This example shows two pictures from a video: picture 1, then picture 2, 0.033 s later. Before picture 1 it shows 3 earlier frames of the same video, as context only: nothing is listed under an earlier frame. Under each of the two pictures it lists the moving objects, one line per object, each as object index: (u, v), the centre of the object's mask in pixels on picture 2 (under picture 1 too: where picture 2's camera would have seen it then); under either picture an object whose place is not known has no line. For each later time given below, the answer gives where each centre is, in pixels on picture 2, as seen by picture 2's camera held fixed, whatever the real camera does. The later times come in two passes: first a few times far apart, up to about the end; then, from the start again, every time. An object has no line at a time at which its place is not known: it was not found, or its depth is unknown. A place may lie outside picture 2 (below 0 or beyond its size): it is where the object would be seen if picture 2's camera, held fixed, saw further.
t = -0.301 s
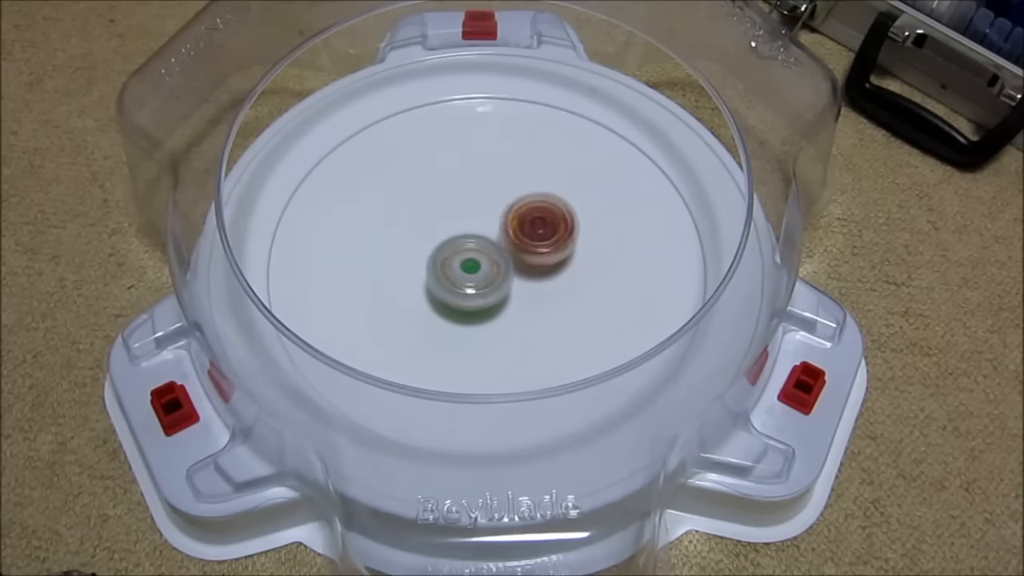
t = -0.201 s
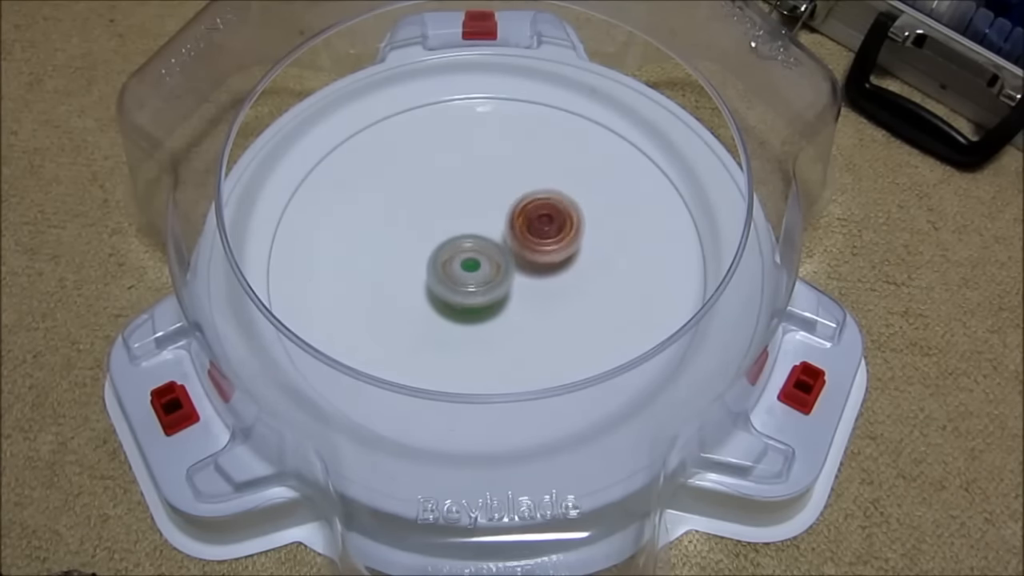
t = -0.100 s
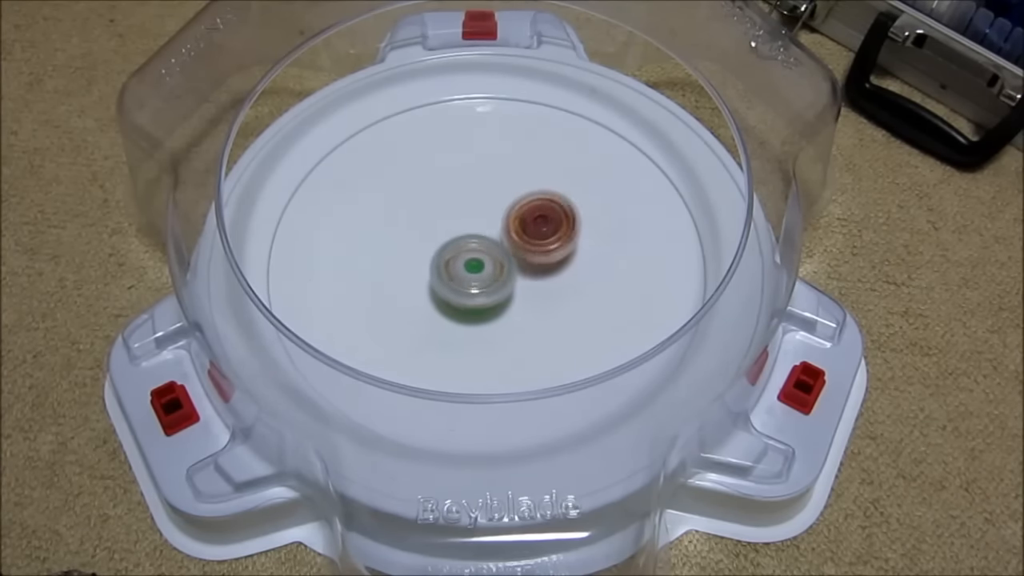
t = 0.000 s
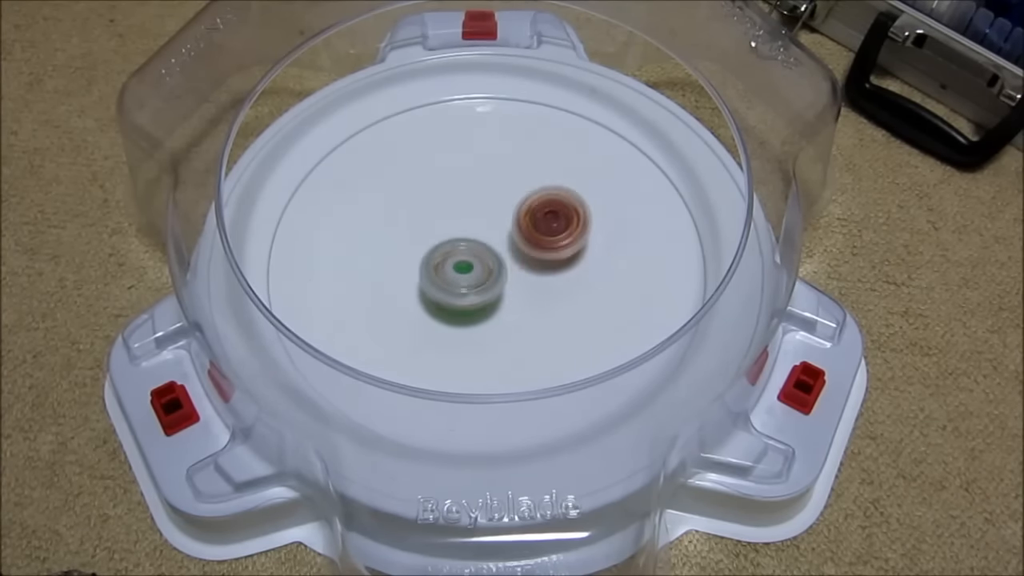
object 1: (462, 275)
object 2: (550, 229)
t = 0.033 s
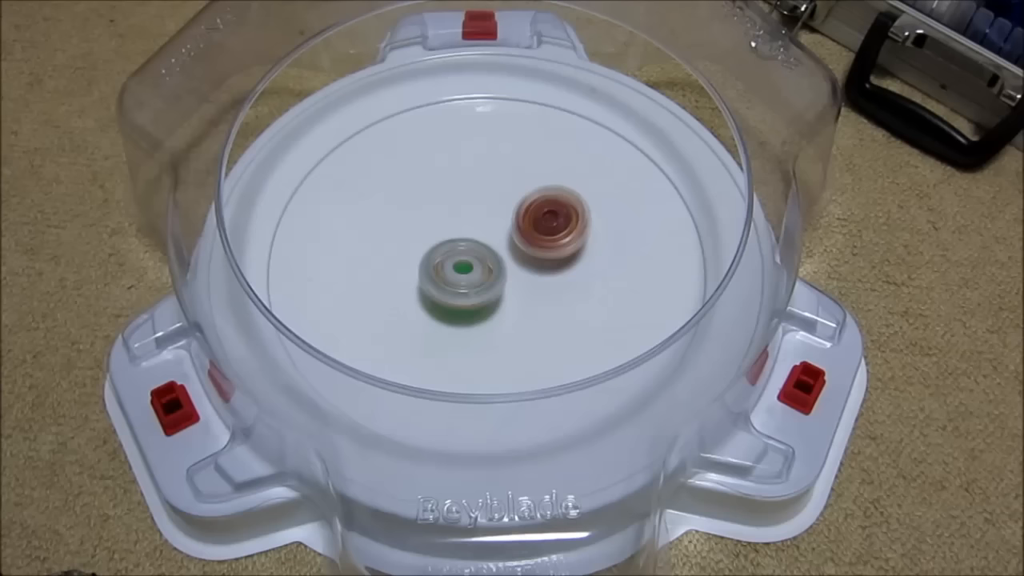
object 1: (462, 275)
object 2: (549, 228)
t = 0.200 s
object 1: (464, 273)
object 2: (545, 230)
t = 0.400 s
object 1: (470, 265)
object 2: (543, 229)
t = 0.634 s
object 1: (463, 259)
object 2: (548, 225)
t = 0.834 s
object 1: (460, 252)
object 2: (551, 220)
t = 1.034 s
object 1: (459, 250)
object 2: (546, 219)
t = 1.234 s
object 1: (465, 248)
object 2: (542, 217)
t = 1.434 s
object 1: (467, 250)
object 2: (542, 215)
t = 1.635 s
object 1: (463, 255)
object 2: (540, 213)
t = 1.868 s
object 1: (465, 258)
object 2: (532, 211)
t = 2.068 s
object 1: (468, 261)
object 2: (528, 206)
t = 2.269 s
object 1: (469, 265)
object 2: (521, 202)
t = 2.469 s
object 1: (477, 265)
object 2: (515, 199)
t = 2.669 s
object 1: (485, 264)
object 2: (511, 196)
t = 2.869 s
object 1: (479, 284)
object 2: (516, 188)
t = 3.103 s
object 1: (478, 288)
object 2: (507, 193)
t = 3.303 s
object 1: (484, 280)
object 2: (493, 205)
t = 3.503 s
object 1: (494, 281)
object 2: (470, 213)
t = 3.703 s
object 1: (507, 279)
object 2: (460, 218)
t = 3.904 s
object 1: (516, 277)
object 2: (458, 220)
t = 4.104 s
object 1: (520, 272)
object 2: (457, 223)
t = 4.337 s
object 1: (537, 279)
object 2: (443, 210)
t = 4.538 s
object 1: (541, 281)
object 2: (443, 211)
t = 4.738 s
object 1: (536, 278)
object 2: (440, 217)
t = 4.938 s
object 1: (531, 267)
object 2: (440, 228)
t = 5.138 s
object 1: (532, 253)
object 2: (442, 252)
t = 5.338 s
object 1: (538, 241)
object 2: (441, 262)
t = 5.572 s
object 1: (544, 238)
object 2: (448, 265)
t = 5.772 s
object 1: (536, 239)
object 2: (452, 267)
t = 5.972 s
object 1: (531, 236)
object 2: (447, 267)
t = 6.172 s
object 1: (525, 230)
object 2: (448, 268)
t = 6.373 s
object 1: (524, 224)
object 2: (450, 269)
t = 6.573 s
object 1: (525, 221)
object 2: (454, 271)
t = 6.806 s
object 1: (547, 219)
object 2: (420, 279)
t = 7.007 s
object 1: (541, 219)
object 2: (435, 281)
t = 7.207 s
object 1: (529, 217)
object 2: (460, 270)
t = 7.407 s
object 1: (524, 207)
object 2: (462, 272)
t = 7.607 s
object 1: (519, 202)
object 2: (464, 273)
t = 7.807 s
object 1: (512, 203)
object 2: (469, 273)
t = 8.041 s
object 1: (498, 203)
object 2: (472, 276)
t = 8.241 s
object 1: (493, 201)
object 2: (470, 276)
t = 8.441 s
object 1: (499, 203)
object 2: (465, 283)
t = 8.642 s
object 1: (514, 212)
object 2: (460, 287)
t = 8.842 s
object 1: (509, 215)
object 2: (466, 280)
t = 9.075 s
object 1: (525, 211)
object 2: (469, 275)
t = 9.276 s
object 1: (525, 219)
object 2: (472, 276)
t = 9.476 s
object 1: (516, 221)
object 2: (465, 281)
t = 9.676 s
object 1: (528, 211)
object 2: (460, 278)
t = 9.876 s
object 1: (535, 223)
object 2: (474, 274)
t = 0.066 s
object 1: (461, 275)
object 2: (549, 228)
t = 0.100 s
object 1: (461, 275)
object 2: (548, 229)
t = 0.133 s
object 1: (462, 275)
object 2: (547, 229)
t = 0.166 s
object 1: (463, 275)
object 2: (546, 229)
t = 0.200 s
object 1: (464, 273)
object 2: (545, 230)
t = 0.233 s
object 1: (465, 272)
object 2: (543, 230)
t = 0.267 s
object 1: (466, 270)
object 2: (542, 230)
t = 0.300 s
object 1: (468, 269)
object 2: (542, 230)
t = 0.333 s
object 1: (469, 268)
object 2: (541, 230)
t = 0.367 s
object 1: (469, 267)
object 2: (542, 230)
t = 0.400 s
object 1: (470, 265)
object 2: (543, 229)
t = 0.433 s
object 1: (470, 264)
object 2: (543, 229)
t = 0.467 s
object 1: (462, 264)
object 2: (550, 226)
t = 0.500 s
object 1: (460, 262)
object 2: (554, 225)
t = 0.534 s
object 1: (461, 262)
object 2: (554, 225)
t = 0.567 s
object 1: (462, 262)
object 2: (553, 225)
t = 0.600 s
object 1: (463, 261)
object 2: (550, 225)
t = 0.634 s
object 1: (463, 259)
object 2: (548, 225)
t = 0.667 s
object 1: (464, 258)
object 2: (546, 225)
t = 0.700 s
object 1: (465, 257)
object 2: (545, 224)
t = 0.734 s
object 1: (466, 256)
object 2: (543, 224)
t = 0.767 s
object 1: (468, 255)
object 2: (543, 223)
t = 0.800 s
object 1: (465, 253)
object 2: (545, 222)
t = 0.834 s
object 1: (460, 252)
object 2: (551, 220)
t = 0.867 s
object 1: (459, 252)
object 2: (554, 220)
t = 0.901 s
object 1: (459, 252)
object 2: (553, 221)
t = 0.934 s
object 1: (458, 252)
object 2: (551, 220)
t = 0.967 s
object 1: (458, 251)
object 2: (549, 220)
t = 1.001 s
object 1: (458, 251)
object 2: (547, 220)
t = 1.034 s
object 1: (459, 250)
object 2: (546, 219)
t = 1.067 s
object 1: (460, 250)
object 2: (545, 219)
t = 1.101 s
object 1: (461, 249)
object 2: (544, 218)
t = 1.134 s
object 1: (462, 248)
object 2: (543, 218)
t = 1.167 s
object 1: (463, 248)
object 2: (542, 218)
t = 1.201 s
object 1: (465, 248)
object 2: (541, 217)
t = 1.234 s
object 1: (465, 248)
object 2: (542, 217)
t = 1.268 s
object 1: (463, 248)
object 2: (546, 216)
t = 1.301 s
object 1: (464, 248)
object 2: (547, 216)
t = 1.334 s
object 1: (465, 249)
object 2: (545, 216)
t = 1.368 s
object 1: (465, 249)
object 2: (544, 216)
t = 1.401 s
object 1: (466, 249)
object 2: (542, 215)
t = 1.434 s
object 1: (467, 250)
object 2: (542, 215)
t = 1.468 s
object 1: (468, 250)
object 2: (541, 215)
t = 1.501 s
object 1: (469, 250)
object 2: (540, 214)
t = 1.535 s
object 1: (466, 252)
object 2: (542, 213)
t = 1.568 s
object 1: (464, 252)
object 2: (543, 213)
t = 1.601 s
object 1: (464, 253)
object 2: (542, 213)
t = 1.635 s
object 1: (463, 255)
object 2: (540, 213)
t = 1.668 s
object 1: (463, 256)
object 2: (538, 212)
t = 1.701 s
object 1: (464, 256)
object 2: (537, 212)
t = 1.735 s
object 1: (463, 257)
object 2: (536, 212)
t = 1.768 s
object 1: (464, 258)
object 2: (535, 211)
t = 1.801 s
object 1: (464, 258)
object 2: (534, 211)
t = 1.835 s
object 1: (465, 258)
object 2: (533, 211)
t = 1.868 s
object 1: (465, 258)
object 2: (532, 211)
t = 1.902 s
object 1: (466, 259)
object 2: (531, 210)
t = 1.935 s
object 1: (468, 259)
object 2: (530, 210)
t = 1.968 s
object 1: (469, 259)
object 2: (529, 209)
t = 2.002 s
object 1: (470, 258)
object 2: (528, 209)
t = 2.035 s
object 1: (471, 259)
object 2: (527, 208)
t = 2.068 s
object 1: (468, 261)
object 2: (528, 206)
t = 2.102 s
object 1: (468, 261)
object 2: (527, 204)
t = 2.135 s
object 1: (468, 262)
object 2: (527, 203)
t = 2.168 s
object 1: (468, 263)
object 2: (526, 203)
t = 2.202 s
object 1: (469, 264)
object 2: (524, 203)
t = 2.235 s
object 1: (469, 264)
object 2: (522, 202)
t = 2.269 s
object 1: (469, 265)
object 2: (521, 202)
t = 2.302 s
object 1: (471, 265)
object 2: (521, 201)
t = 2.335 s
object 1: (472, 265)
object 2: (519, 201)
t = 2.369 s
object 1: (472, 265)
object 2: (518, 201)
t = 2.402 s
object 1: (474, 265)
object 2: (517, 200)
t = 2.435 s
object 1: (476, 265)
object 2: (516, 200)
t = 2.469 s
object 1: (477, 265)
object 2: (515, 199)
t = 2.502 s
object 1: (478, 264)
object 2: (514, 199)
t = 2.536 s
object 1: (479, 264)
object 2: (513, 198)
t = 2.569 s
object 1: (481, 265)
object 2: (512, 197)
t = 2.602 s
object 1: (483, 264)
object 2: (511, 197)
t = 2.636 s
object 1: (484, 264)
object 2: (511, 197)
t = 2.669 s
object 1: (485, 264)
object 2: (511, 196)
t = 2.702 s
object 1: (485, 266)
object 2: (511, 196)
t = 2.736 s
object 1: (481, 276)
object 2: (514, 191)
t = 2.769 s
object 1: (479, 280)
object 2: (518, 188)
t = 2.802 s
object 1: (479, 283)
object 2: (518, 188)
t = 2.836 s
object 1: (479, 283)
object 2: (517, 188)
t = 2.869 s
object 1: (479, 284)
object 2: (516, 188)
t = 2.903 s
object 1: (478, 286)
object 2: (515, 189)
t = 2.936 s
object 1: (479, 288)
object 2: (513, 189)
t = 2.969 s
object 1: (478, 288)
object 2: (512, 190)
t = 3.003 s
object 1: (477, 289)
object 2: (511, 190)
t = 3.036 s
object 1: (477, 290)
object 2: (510, 191)
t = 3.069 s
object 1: (478, 288)
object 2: (508, 192)
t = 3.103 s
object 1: (478, 288)
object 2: (507, 193)
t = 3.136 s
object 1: (478, 287)
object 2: (506, 193)
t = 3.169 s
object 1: (479, 286)
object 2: (505, 194)
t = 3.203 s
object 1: (480, 284)
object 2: (503, 195)
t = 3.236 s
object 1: (480, 284)
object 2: (501, 198)
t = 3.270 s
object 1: (482, 283)
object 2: (497, 202)
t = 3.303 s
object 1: (484, 280)
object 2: (493, 205)
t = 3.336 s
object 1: (485, 279)
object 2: (488, 208)
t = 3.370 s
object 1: (486, 280)
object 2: (484, 210)
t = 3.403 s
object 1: (487, 281)
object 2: (480, 211)
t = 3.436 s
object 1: (488, 282)
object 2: (476, 211)
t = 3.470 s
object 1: (491, 281)
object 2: (473, 212)
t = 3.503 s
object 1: (494, 281)
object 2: (470, 213)
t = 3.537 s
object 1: (496, 280)
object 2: (467, 214)
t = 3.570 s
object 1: (499, 281)
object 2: (465, 215)
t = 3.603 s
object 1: (500, 281)
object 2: (463, 216)
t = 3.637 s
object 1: (503, 280)
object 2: (462, 217)
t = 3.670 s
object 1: (505, 279)
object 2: (461, 217)
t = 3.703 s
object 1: (507, 279)
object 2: (460, 218)
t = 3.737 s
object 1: (509, 279)
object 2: (460, 219)
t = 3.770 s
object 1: (510, 279)
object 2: (460, 219)
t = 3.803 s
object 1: (512, 278)
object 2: (460, 220)
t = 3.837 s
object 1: (514, 278)
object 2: (459, 220)
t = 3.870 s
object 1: (515, 277)
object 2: (459, 220)
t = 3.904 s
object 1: (516, 277)
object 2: (458, 220)
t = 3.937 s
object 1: (517, 277)
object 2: (458, 221)
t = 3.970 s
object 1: (518, 276)
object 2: (457, 222)
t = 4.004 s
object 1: (518, 275)
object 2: (457, 222)
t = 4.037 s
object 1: (519, 275)
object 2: (457, 222)
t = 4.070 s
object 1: (520, 273)
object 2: (457, 222)
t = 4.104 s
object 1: (520, 272)
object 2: (457, 223)
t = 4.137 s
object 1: (521, 271)
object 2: (456, 223)
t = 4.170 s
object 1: (522, 269)
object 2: (456, 223)
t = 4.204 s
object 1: (521, 268)
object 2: (455, 224)
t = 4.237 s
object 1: (522, 267)
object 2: (455, 225)
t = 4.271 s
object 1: (523, 267)
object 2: (454, 225)
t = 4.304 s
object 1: (532, 274)
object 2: (448, 217)
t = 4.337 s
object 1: (537, 279)
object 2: (443, 210)
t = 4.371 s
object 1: (537, 282)
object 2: (442, 206)
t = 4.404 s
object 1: (538, 281)
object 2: (443, 206)
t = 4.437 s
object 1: (538, 280)
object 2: (443, 207)
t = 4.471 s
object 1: (540, 281)
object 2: (443, 208)
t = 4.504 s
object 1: (541, 280)
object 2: (443, 210)
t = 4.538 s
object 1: (541, 281)
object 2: (443, 211)
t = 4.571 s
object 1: (541, 281)
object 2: (442, 212)
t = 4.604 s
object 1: (541, 280)
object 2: (442, 213)
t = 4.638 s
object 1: (540, 280)
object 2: (442, 214)
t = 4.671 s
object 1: (539, 280)
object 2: (441, 215)
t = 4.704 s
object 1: (538, 278)
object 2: (441, 216)
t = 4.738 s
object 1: (536, 278)
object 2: (440, 217)
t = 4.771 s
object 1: (535, 276)
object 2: (440, 218)
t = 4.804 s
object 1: (534, 274)
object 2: (439, 219)
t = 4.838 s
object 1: (533, 273)
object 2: (439, 220)
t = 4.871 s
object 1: (532, 271)
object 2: (439, 222)
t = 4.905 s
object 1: (531, 269)
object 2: (439, 225)
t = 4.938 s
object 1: (531, 267)
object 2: (440, 228)
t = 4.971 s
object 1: (530, 264)
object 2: (440, 232)
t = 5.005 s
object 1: (529, 262)
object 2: (441, 236)
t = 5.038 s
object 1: (530, 260)
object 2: (441, 240)
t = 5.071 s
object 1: (531, 257)
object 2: (441, 245)
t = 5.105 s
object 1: (531, 255)
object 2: (442, 248)
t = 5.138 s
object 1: (532, 253)
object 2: (442, 252)
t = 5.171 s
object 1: (532, 250)
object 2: (442, 254)
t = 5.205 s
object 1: (533, 249)
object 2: (442, 257)
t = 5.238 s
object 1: (535, 246)
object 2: (442, 259)
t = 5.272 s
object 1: (535, 245)
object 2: (441, 261)
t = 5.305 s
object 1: (537, 244)
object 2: (441, 261)
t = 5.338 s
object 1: (538, 241)
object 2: (441, 262)
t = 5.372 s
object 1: (538, 241)
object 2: (443, 262)
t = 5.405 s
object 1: (540, 240)
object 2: (444, 263)
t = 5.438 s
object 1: (541, 238)
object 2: (445, 263)
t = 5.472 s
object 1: (542, 239)
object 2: (445, 263)
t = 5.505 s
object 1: (544, 238)
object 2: (446, 264)
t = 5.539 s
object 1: (543, 238)
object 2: (447, 264)
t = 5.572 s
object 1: (544, 238)
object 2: (448, 265)
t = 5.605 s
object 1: (543, 238)
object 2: (448, 265)
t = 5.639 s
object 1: (542, 239)
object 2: (449, 265)
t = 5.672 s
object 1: (542, 239)
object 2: (450, 266)
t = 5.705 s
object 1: (540, 239)
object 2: (450, 266)
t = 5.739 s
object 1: (538, 239)
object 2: (451, 266)
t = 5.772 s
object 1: (536, 239)
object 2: (452, 267)
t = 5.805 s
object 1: (533, 239)
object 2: (452, 267)
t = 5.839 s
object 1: (535, 239)
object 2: (449, 267)
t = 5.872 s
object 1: (537, 238)
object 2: (445, 267)
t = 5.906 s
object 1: (535, 239)
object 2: (443, 266)
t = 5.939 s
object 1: (533, 237)
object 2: (445, 266)
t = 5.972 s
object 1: (531, 236)
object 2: (447, 267)
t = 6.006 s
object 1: (531, 235)
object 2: (447, 267)
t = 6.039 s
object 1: (528, 234)
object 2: (446, 268)
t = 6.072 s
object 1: (527, 233)
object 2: (448, 268)
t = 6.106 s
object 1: (526, 232)
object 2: (449, 268)
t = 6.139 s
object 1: (525, 230)
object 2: (449, 269)
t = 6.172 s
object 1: (525, 230)
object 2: (448, 268)
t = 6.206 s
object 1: (524, 228)
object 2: (448, 268)
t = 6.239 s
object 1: (524, 227)
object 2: (449, 269)
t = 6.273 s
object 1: (524, 226)
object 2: (450, 269)
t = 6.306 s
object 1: (525, 224)
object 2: (447, 270)
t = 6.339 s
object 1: (526, 226)
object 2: (447, 269)
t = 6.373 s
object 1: (524, 224)
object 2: (450, 269)
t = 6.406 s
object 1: (524, 222)
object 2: (452, 269)
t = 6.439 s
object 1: (526, 221)
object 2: (452, 269)
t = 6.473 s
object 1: (525, 222)
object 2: (452, 270)
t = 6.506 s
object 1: (526, 221)
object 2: (453, 270)
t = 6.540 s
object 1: (525, 220)
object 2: (454, 271)
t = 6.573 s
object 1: (525, 221)
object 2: (454, 271)
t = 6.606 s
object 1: (524, 221)
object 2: (455, 271)
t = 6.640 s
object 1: (523, 222)
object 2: (456, 271)
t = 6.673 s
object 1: (524, 222)
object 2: (456, 272)
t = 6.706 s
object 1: (537, 219)
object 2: (439, 276)
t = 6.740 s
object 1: (546, 218)
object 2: (428, 279)
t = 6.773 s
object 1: (548, 219)
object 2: (422, 279)
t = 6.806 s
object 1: (547, 219)
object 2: (420, 279)
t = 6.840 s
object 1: (546, 218)
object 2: (422, 279)
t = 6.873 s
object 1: (546, 218)
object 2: (425, 279)
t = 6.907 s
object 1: (546, 218)
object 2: (428, 279)
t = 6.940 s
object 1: (544, 219)
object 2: (430, 280)
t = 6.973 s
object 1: (543, 219)
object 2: (433, 281)
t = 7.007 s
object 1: (541, 219)
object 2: (435, 281)
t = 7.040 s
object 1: (540, 219)
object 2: (438, 280)
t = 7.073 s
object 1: (538, 219)
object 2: (442, 279)
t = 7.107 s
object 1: (534, 220)
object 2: (448, 276)
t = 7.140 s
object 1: (531, 220)
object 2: (453, 273)
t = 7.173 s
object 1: (527, 221)
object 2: (460, 270)
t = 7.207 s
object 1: (529, 217)
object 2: (460, 270)
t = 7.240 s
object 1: (530, 220)
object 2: (460, 270)
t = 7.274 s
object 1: (528, 218)
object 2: (460, 270)
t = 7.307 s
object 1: (527, 211)
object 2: (461, 271)
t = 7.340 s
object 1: (526, 210)
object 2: (461, 271)
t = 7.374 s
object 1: (525, 209)
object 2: (461, 272)
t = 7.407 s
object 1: (524, 207)
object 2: (462, 272)
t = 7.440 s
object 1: (523, 206)
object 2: (462, 272)
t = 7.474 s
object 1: (522, 205)
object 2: (463, 272)
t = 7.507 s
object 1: (521, 204)
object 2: (463, 272)
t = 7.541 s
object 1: (520, 204)
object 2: (464, 273)
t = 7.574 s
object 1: (520, 202)
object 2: (464, 273)
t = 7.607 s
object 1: (519, 202)
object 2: (464, 273)
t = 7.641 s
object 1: (519, 202)
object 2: (465, 273)
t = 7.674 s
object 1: (518, 203)
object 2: (466, 273)
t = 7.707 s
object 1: (516, 202)
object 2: (466, 273)
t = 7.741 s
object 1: (515, 203)
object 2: (466, 273)
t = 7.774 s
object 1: (513, 203)
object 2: (468, 273)
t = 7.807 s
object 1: (512, 203)
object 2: (469, 273)
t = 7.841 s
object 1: (510, 203)
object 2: (469, 273)
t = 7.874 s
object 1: (508, 203)
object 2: (471, 273)
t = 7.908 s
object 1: (506, 203)
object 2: (471, 273)
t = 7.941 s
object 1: (504, 204)
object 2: (472, 274)
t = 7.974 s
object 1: (502, 204)
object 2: (473, 274)
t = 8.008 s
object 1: (499, 204)
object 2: (473, 275)
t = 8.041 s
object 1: (498, 203)
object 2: (472, 276)
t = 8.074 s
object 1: (495, 203)
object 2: (472, 275)
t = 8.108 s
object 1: (495, 202)
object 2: (471, 275)
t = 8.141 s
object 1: (495, 202)
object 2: (471, 275)
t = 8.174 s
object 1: (493, 203)
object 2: (473, 275)
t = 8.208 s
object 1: (492, 202)
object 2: (471, 275)
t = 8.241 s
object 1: (493, 201)
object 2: (470, 276)
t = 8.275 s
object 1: (491, 203)
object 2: (471, 275)
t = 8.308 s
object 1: (494, 199)
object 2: (469, 278)
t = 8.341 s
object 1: (497, 198)
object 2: (467, 282)
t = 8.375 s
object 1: (498, 201)
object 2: (467, 283)
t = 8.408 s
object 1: (498, 201)
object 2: (466, 284)
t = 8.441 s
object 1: (499, 203)
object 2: (465, 283)
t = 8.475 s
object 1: (500, 205)
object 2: (467, 282)
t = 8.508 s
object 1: (500, 207)
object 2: (468, 281)
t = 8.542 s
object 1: (501, 209)
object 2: (471, 281)
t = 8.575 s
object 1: (505, 210)
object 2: (467, 284)
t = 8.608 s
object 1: (511, 210)
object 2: (462, 287)
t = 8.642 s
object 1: (514, 212)
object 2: (460, 287)
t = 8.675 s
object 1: (512, 216)
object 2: (462, 285)
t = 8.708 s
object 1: (509, 221)
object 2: (464, 284)
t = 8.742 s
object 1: (509, 215)
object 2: (464, 283)
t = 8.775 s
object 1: (509, 215)
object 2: (462, 282)
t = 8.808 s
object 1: (510, 214)
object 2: (463, 281)
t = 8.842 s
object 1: (509, 215)
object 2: (466, 280)
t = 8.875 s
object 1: (512, 213)
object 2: (467, 277)
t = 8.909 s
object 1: (517, 215)
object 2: (466, 275)
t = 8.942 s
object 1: (521, 213)
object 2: (464, 274)
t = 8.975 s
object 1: (524, 212)
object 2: (464, 273)
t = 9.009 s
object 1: (525, 213)
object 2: (465, 273)
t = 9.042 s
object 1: (525, 211)
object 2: (468, 274)
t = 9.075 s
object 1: (525, 211)
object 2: (469, 275)
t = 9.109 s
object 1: (523, 211)
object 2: (472, 274)
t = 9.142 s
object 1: (522, 210)
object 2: (474, 274)
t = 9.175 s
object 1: (522, 211)
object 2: (476, 275)
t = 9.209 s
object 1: (523, 212)
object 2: (477, 276)
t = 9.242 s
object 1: (525, 217)
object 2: (474, 276)
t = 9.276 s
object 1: (525, 219)
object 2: (472, 276)
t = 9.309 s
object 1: (525, 220)
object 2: (469, 278)
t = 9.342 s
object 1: (524, 222)
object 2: (467, 281)
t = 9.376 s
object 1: (522, 224)
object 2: (466, 282)
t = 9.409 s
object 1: (520, 223)
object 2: (465, 282)
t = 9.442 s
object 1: (518, 222)
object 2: (465, 282)
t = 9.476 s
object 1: (516, 221)
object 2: (465, 281)
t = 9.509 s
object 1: (515, 220)
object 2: (466, 281)
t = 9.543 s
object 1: (513, 218)
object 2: (467, 279)
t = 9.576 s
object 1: (512, 217)
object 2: (467, 277)
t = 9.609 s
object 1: (514, 215)
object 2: (470, 275)
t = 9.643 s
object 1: (521, 214)
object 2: (463, 277)
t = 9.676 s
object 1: (528, 211)
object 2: (460, 278)
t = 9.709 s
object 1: (532, 210)
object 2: (459, 276)
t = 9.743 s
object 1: (534, 212)
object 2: (461, 276)
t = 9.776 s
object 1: (536, 213)
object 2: (464, 276)
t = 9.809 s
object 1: (535, 215)
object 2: (468, 276)
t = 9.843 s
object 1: (537, 219)
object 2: (470, 275)
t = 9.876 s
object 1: (535, 223)
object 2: (474, 274)
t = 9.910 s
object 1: (534, 226)
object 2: (477, 273)
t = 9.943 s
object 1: (534, 231)
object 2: (476, 274)
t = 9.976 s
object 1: (536, 239)
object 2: (471, 275)
